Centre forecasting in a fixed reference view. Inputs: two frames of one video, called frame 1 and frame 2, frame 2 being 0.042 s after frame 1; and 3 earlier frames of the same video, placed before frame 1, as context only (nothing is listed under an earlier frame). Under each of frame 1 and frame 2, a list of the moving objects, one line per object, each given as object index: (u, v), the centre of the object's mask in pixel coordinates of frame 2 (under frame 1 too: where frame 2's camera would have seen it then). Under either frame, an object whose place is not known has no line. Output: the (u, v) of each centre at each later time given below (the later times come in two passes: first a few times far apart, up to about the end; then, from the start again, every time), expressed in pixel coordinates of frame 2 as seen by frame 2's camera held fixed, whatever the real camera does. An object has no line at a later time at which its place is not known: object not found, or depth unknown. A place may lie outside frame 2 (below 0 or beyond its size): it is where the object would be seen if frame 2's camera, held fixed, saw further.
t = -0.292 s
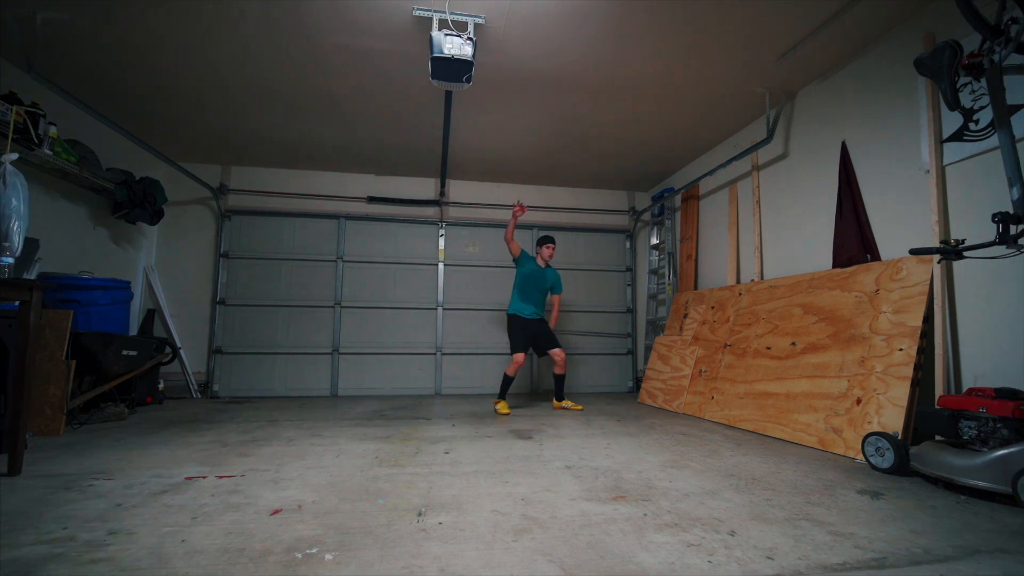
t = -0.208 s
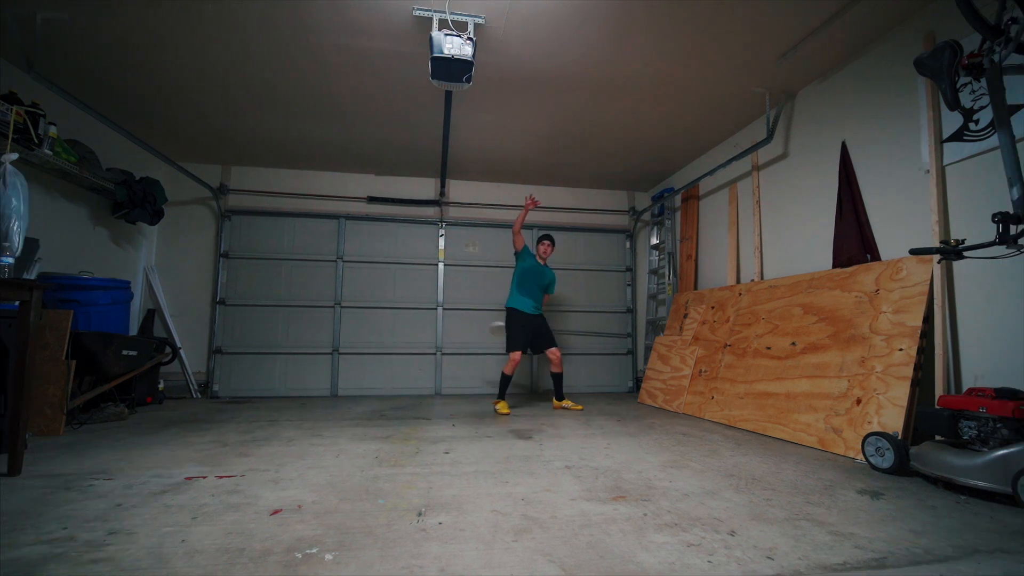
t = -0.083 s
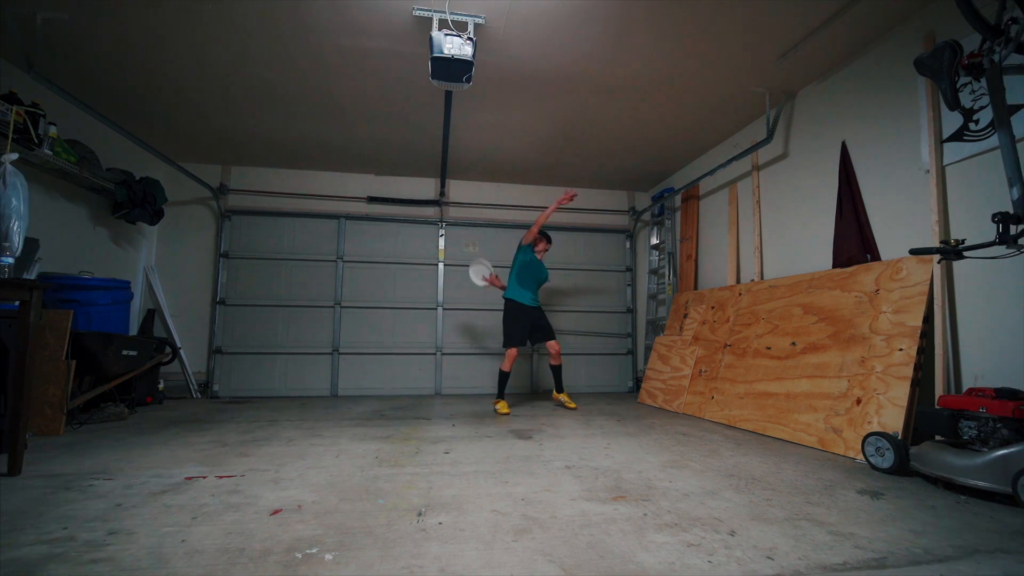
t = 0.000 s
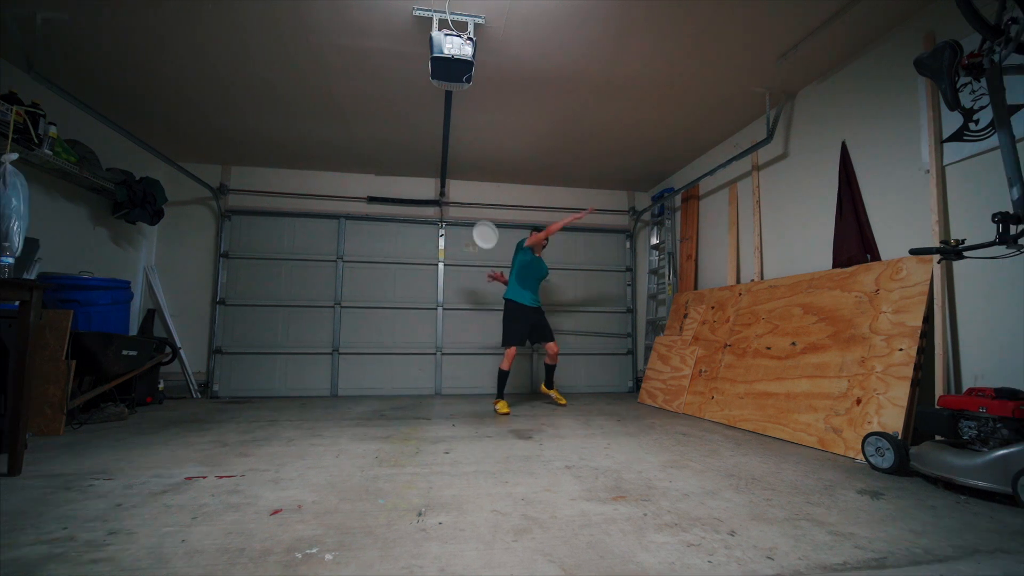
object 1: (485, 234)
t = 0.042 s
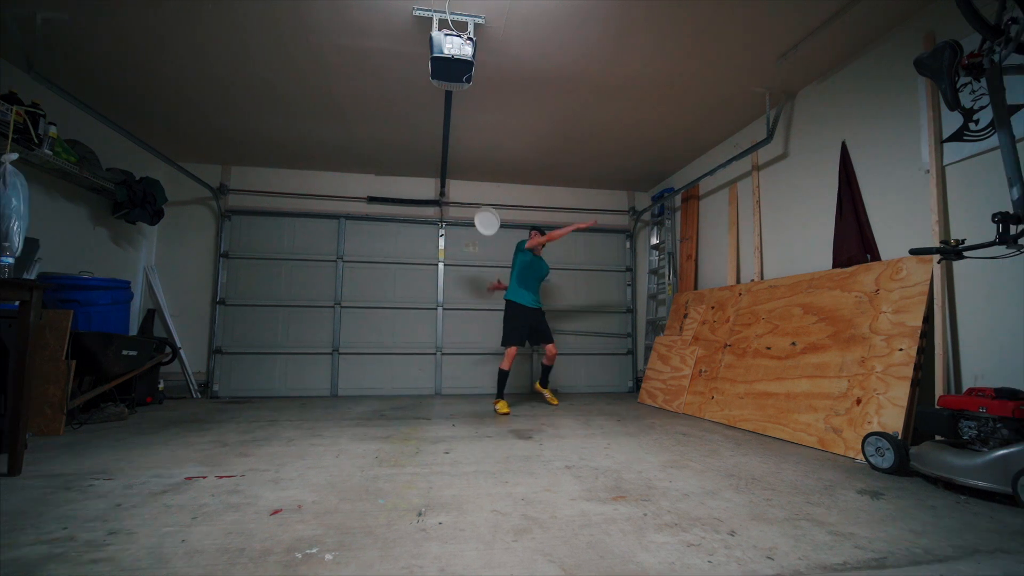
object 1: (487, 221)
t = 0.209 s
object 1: (496, 167)
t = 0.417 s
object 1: (508, 133)
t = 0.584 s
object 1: (521, 141)
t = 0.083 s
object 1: (490, 203)
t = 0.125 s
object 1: (491, 191)
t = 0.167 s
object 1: (494, 176)
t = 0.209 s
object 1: (496, 167)
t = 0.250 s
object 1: (498, 155)
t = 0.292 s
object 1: (500, 149)
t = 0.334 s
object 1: (503, 141)
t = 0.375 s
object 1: (505, 137)
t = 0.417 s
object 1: (508, 133)
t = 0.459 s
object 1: (510, 133)
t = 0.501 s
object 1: (514, 133)
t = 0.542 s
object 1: (517, 136)
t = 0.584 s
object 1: (521, 141)
